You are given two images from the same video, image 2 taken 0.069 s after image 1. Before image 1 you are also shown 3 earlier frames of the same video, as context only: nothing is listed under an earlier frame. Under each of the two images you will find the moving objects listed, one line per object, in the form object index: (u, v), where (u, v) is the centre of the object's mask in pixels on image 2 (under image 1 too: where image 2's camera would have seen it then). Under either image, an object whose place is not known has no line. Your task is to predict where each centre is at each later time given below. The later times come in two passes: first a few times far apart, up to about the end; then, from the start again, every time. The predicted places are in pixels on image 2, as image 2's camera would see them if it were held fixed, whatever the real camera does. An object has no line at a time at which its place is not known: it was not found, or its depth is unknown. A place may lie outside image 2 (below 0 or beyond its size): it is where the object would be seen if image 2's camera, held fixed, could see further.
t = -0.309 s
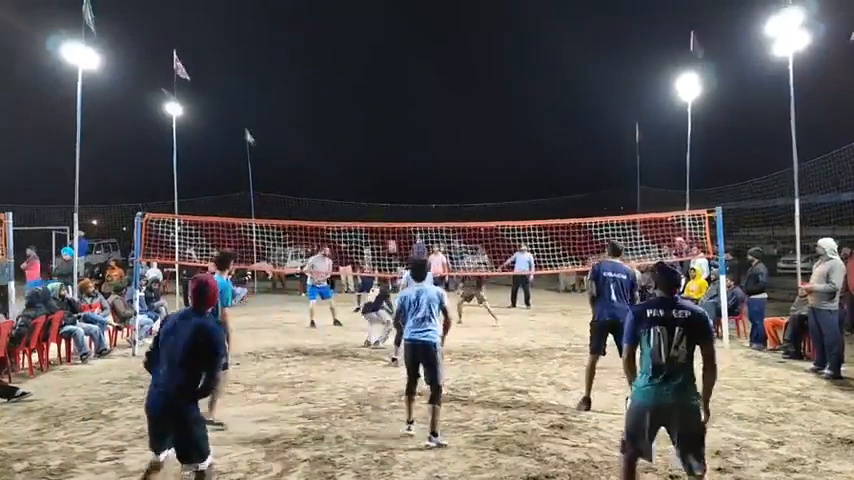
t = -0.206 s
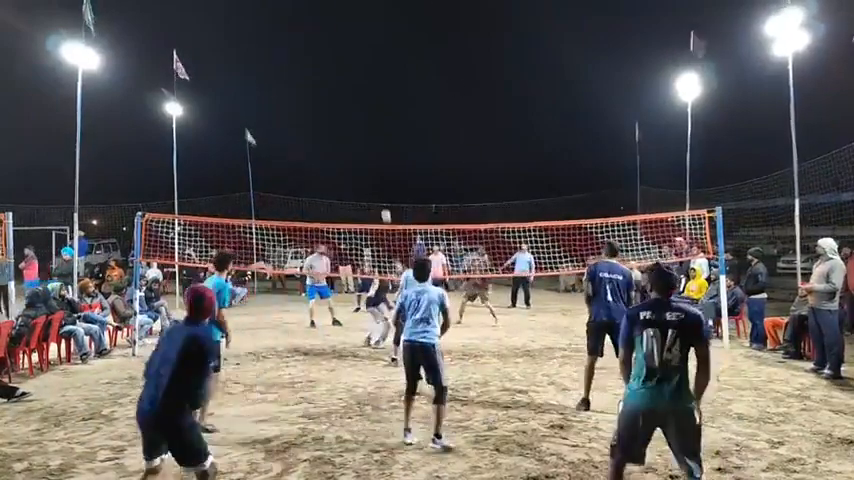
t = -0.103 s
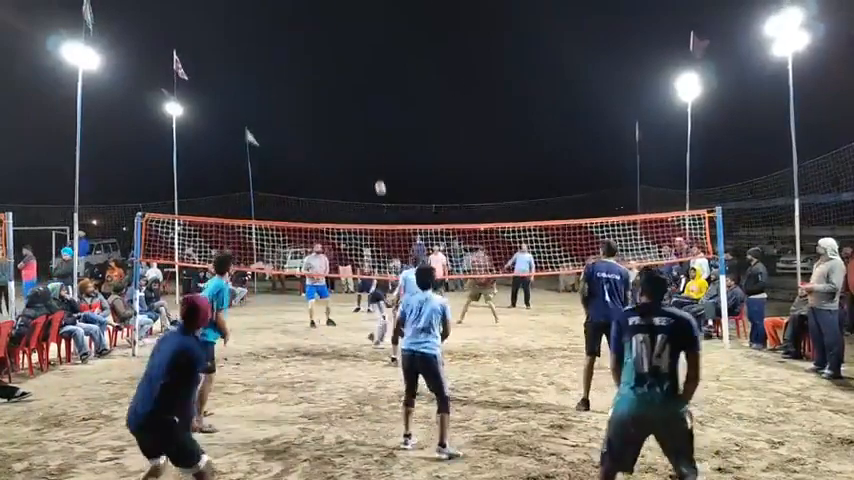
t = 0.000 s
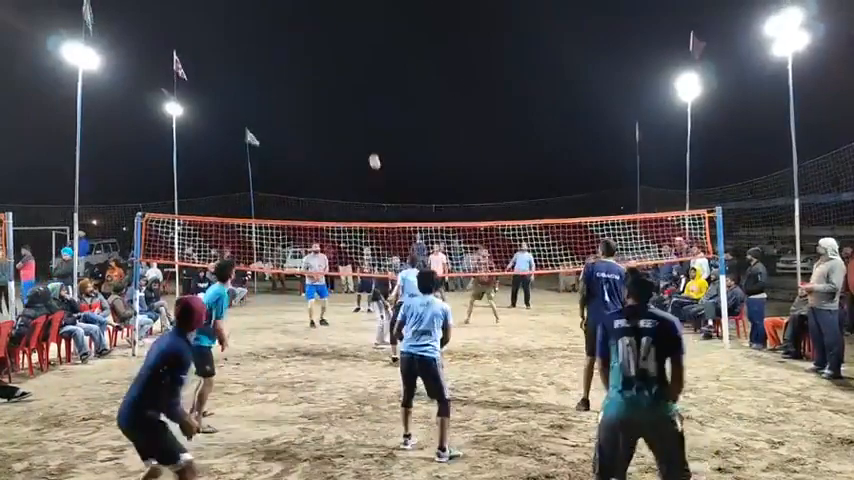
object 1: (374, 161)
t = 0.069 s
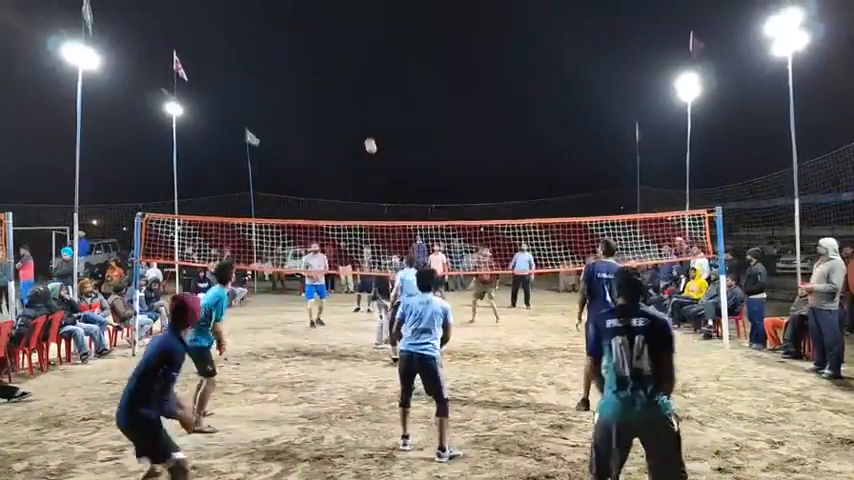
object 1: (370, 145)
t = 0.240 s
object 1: (359, 109)
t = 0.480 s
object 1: (342, 79)
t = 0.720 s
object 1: (320, 89)
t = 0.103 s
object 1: (368, 137)
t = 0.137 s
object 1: (366, 130)
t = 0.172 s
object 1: (363, 123)
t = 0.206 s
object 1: (361, 116)
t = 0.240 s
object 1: (359, 109)
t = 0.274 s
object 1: (357, 103)
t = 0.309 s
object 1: (354, 98)
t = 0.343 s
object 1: (352, 93)
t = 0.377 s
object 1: (349, 89)
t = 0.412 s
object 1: (347, 85)
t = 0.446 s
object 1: (344, 81)
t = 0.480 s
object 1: (342, 79)
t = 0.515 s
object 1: (339, 78)
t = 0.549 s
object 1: (336, 76)
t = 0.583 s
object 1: (333, 77)
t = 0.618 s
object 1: (330, 78)
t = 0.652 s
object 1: (327, 80)
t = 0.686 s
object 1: (324, 83)
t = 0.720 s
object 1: (320, 89)
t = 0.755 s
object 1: (316, 96)
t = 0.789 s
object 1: (313, 104)
